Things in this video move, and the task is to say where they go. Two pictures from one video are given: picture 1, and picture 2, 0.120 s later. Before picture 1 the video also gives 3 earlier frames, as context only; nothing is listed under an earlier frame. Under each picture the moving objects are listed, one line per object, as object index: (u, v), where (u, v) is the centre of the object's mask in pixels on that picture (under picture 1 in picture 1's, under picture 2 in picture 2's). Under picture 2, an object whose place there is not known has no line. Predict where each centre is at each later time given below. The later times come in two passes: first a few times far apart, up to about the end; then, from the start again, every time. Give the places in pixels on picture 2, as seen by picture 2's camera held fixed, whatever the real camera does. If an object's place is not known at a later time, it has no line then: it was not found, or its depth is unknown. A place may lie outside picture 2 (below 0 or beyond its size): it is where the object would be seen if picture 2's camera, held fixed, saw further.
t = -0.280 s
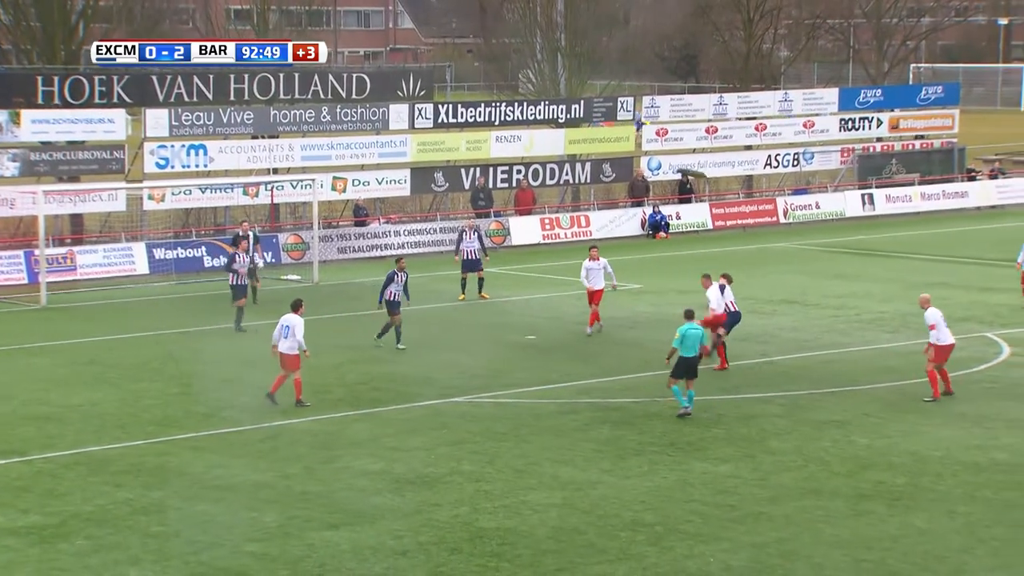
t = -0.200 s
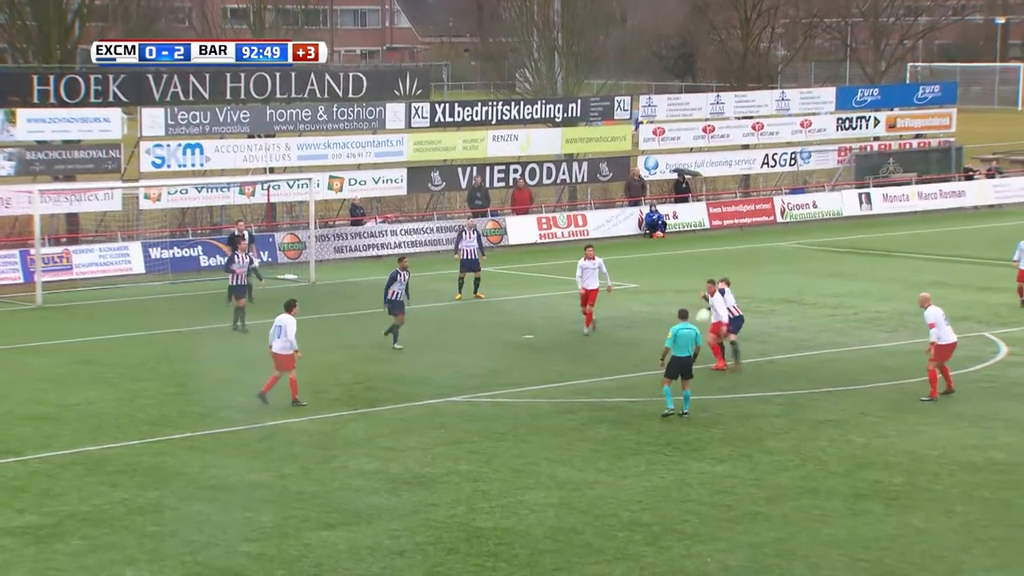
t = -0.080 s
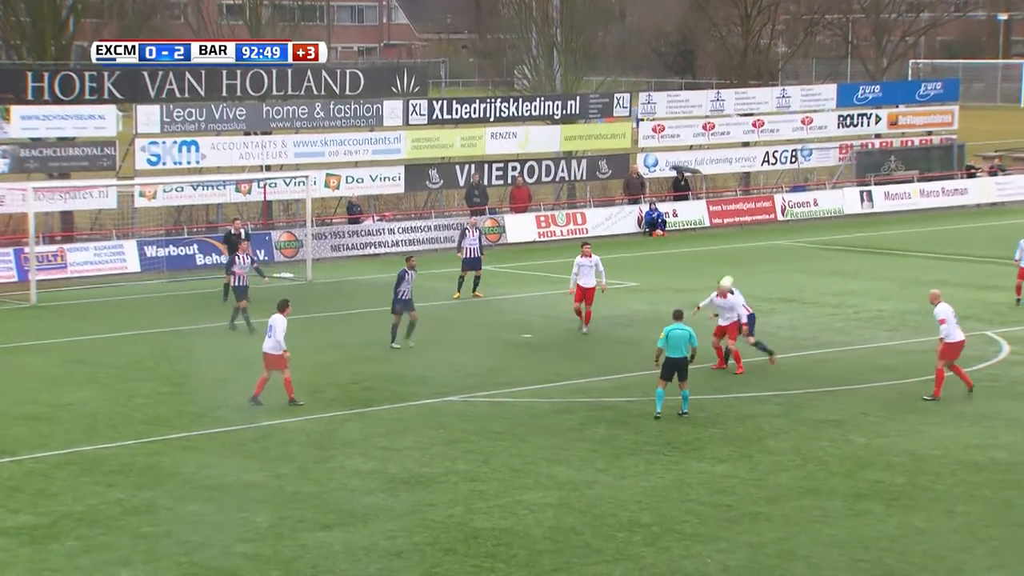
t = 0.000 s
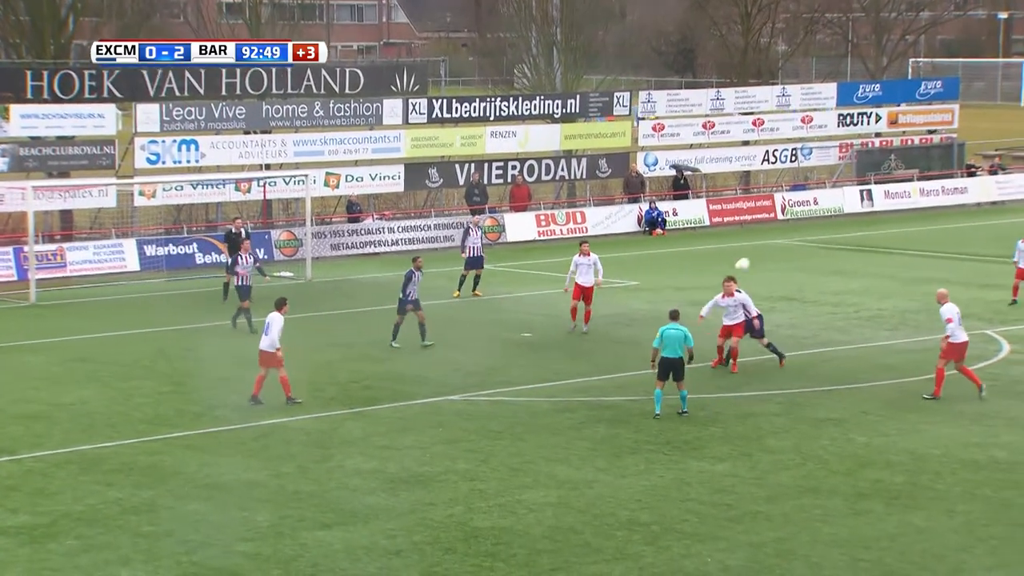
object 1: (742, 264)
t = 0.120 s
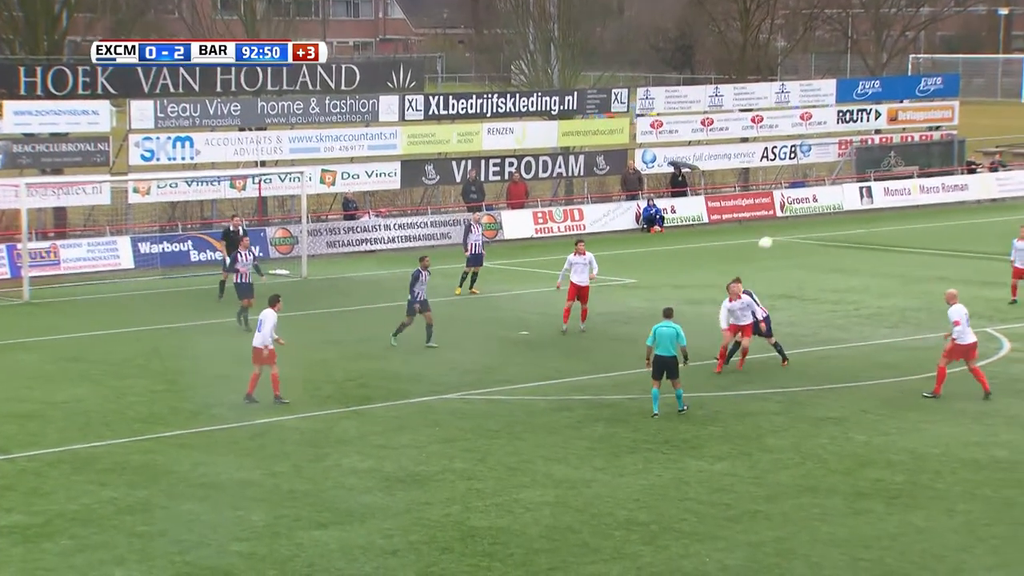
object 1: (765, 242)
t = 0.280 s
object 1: (798, 229)
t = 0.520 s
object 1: (841, 238)
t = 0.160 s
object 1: (774, 238)
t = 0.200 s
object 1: (782, 234)
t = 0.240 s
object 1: (790, 231)
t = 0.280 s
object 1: (798, 229)
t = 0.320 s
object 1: (806, 229)
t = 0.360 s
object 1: (813, 228)
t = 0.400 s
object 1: (821, 229)
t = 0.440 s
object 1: (828, 230)
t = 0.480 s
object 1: (834, 233)
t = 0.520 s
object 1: (841, 238)
